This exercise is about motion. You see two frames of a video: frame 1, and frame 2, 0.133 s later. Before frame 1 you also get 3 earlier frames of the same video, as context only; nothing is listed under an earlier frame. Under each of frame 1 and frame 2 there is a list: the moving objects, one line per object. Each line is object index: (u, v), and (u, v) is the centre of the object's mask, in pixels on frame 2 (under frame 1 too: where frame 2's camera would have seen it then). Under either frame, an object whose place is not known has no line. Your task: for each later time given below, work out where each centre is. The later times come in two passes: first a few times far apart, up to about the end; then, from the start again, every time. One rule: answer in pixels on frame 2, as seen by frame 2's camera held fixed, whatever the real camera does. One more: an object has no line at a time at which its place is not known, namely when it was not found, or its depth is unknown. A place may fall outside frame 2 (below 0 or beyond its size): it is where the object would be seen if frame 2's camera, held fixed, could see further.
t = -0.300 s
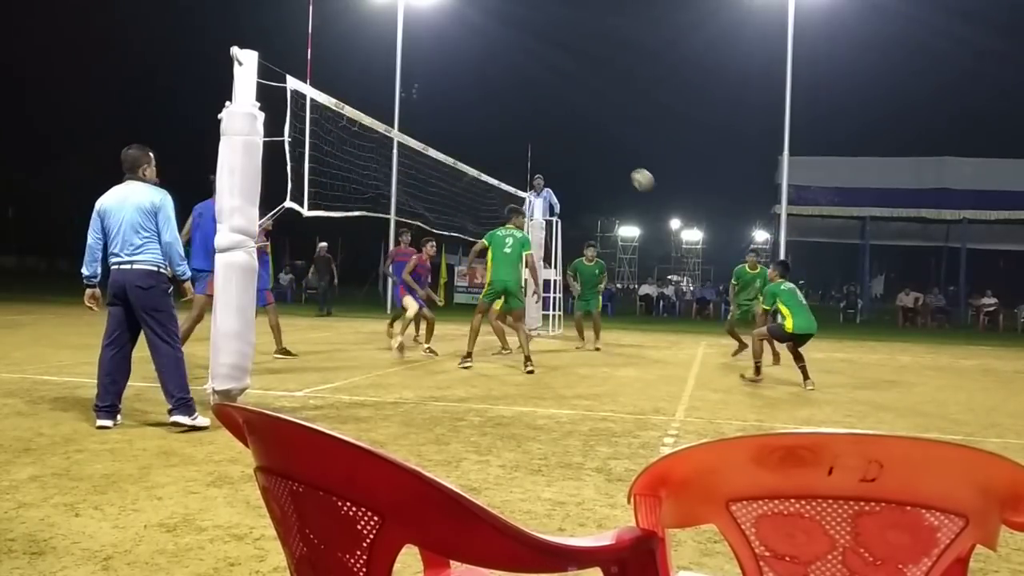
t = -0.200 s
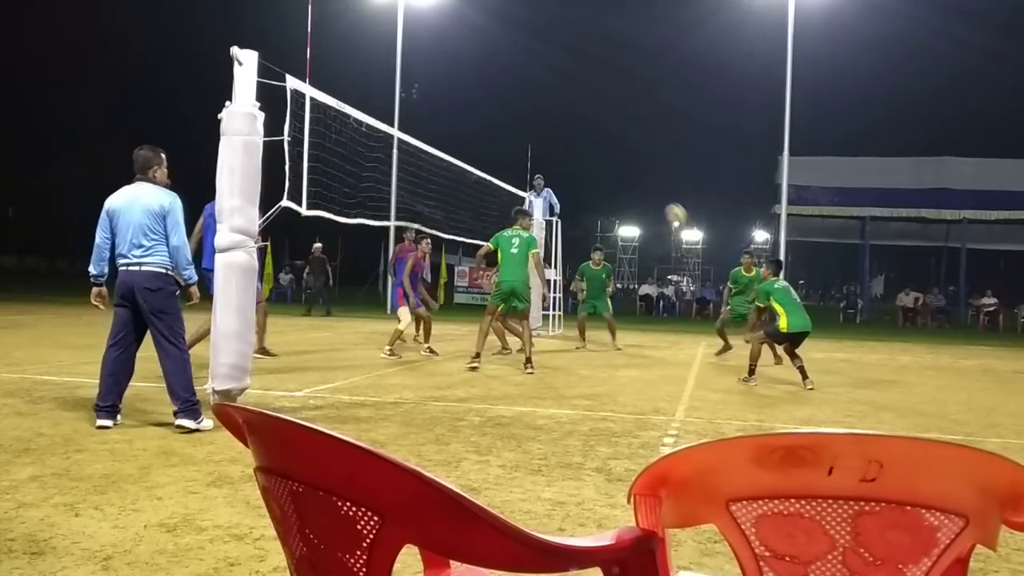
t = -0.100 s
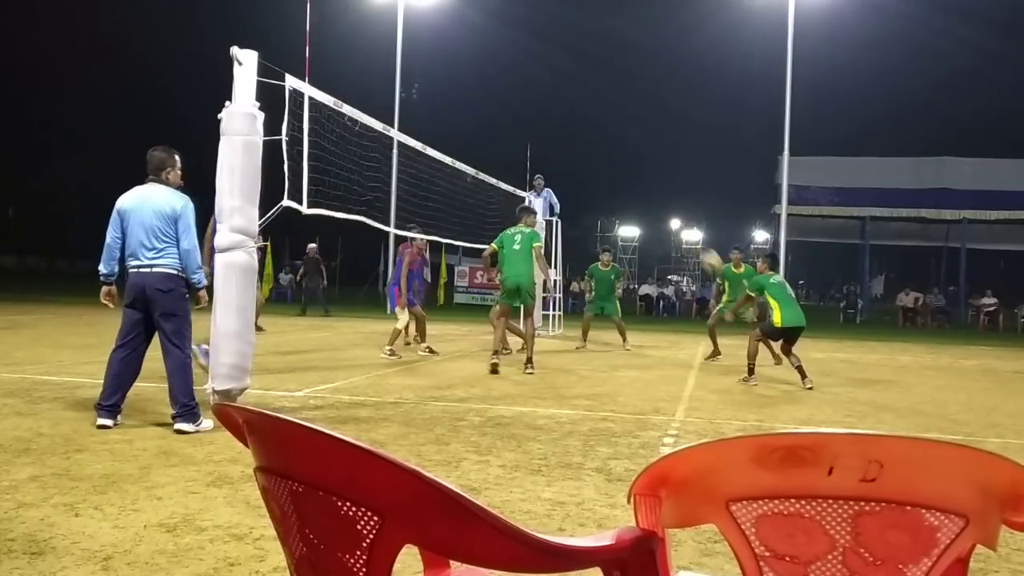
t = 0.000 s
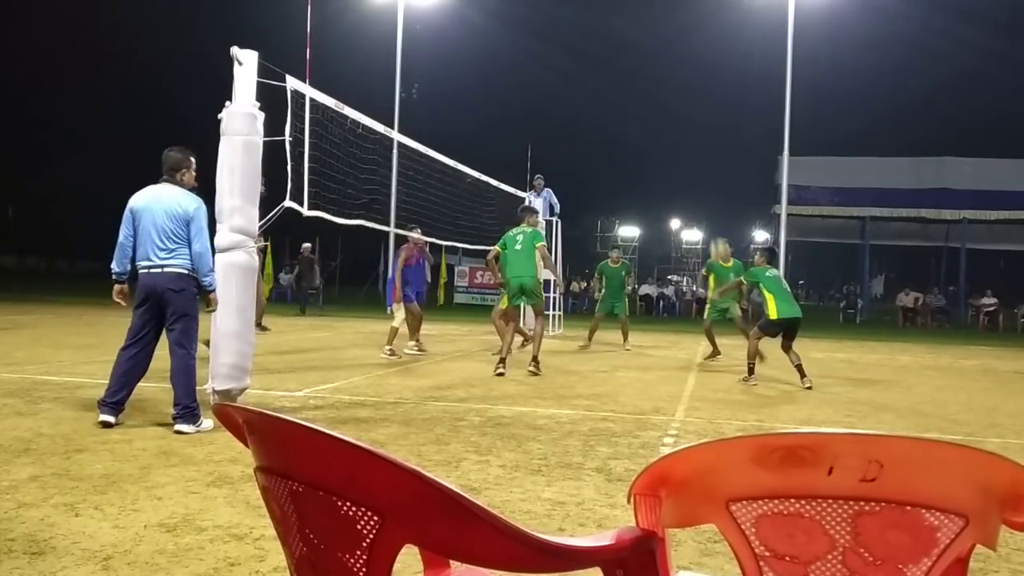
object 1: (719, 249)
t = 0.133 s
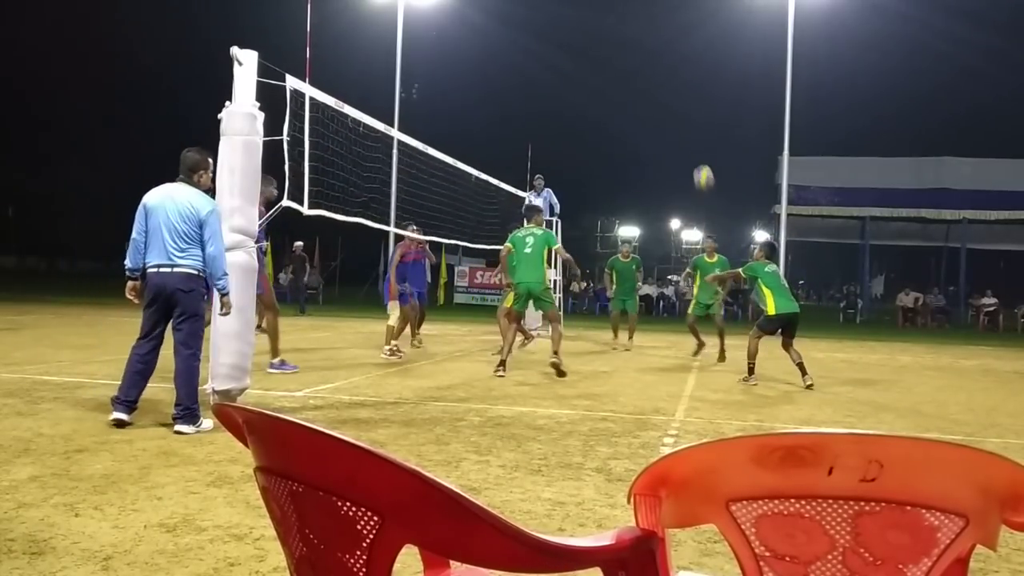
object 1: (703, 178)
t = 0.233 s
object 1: (692, 135)
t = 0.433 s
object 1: (668, 80)
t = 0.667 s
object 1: (641, 62)
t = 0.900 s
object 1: (613, 88)
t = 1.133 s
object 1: (587, 156)
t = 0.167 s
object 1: (699, 162)
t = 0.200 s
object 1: (696, 148)
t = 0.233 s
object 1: (692, 135)
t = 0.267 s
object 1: (688, 124)
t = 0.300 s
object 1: (684, 113)
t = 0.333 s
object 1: (680, 103)
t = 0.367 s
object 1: (675, 95)
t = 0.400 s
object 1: (672, 86)
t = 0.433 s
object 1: (668, 80)
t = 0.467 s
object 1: (664, 75)
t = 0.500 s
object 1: (660, 70)
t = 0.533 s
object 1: (656, 66)
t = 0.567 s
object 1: (652, 64)
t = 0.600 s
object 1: (648, 62)
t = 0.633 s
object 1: (645, 61)
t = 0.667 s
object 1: (641, 62)
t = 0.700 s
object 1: (637, 63)
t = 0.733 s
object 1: (632, 65)
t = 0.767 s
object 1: (629, 68)
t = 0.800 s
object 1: (625, 72)
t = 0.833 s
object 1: (621, 76)
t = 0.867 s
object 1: (617, 82)
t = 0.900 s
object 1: (613, 88)
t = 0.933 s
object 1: (609, 95)
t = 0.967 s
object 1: (606, 103)
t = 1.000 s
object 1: (602, 112)
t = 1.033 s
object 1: (598, 122)
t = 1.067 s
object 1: (594, 132)
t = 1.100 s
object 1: (591, 144)
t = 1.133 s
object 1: (587, 156)
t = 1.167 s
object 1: (583, 169)
